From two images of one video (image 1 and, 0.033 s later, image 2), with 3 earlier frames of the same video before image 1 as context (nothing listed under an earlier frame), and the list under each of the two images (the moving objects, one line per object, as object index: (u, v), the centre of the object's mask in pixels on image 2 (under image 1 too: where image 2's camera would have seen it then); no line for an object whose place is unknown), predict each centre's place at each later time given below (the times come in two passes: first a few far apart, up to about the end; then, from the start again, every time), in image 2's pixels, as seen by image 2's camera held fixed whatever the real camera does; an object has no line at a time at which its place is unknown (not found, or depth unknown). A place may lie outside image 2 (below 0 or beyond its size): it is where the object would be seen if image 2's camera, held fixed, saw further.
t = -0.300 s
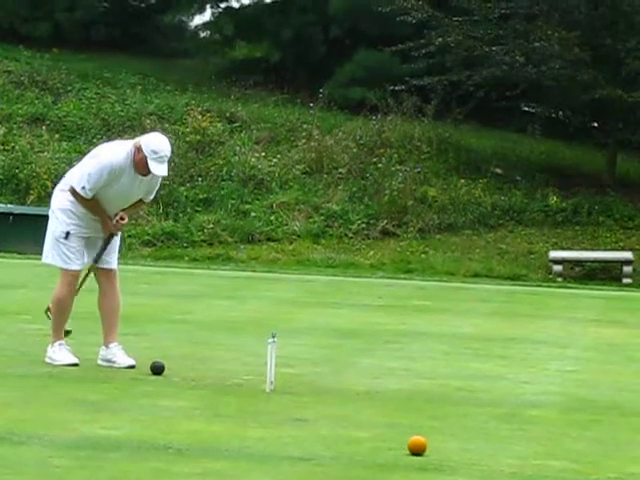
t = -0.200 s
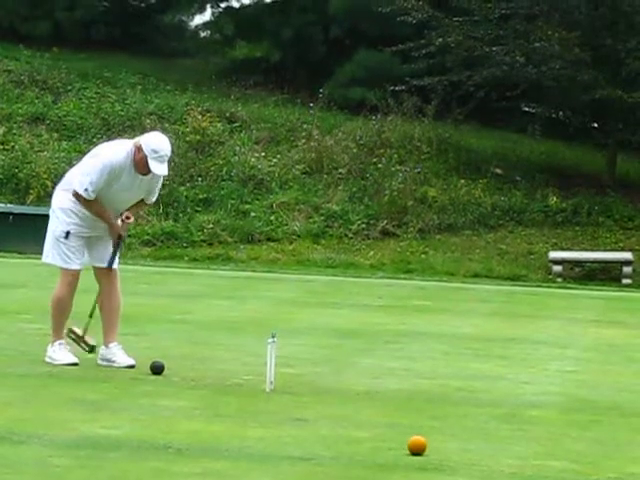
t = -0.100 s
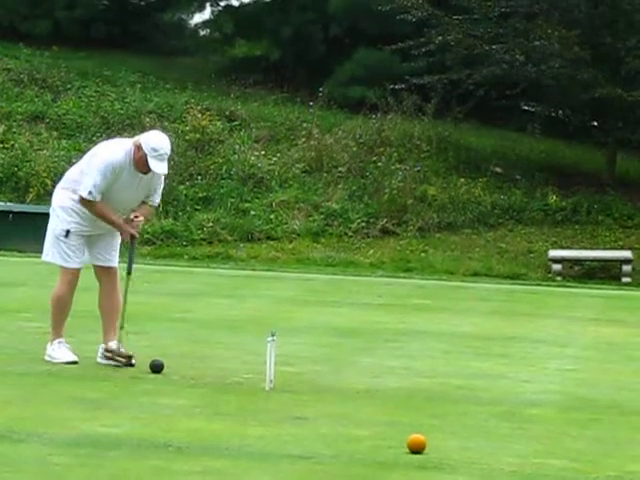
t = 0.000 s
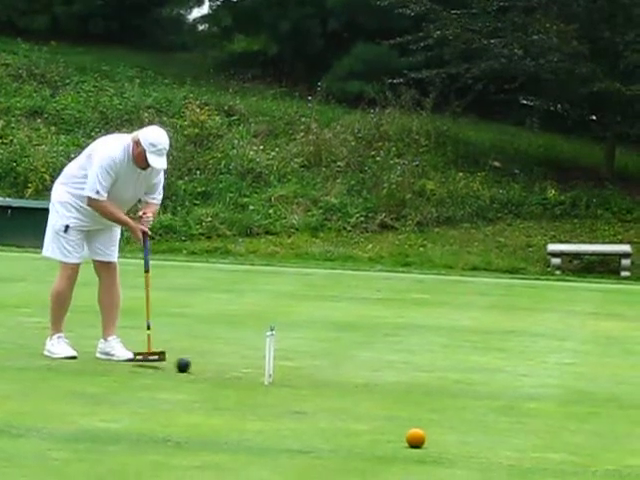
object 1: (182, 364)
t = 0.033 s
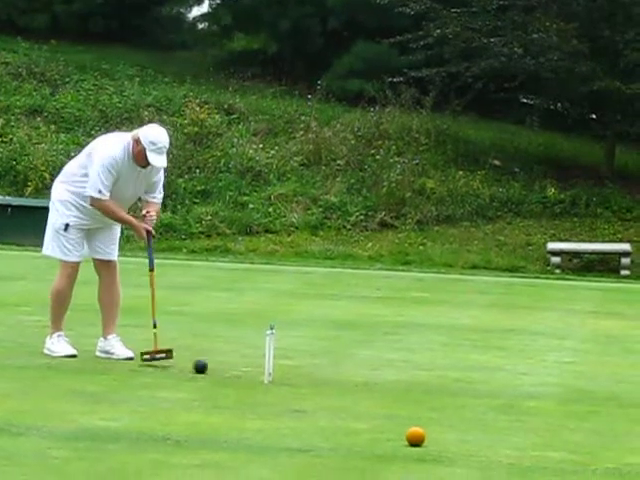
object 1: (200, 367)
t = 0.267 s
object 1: (258, 371)
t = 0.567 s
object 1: (260, 374)
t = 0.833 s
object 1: (261, 375)
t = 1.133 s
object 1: (261, 375)
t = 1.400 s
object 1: (260, 374)
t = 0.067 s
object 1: (217, 369)
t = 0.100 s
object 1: (234, 371)
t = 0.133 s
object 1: (248, 370)
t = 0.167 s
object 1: (260, 369)
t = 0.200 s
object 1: (262, 368)
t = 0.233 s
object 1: (259, 369)
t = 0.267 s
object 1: (258, 371)
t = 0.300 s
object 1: (258, 374)
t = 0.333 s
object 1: (259, 374)
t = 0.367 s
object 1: (259, 374)
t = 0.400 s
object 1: (259, 374)
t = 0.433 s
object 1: (260, 374)
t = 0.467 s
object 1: (261, 374)
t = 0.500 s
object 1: (261, 375)
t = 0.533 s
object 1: (260, 375)
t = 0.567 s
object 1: (260, 374)
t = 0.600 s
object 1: (261, 374)
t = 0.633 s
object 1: (261, 375)
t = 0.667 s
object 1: (261, 375)
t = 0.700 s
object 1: (261, 374)
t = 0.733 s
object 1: (260, 375)
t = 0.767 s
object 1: (261, 375)
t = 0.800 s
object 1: (261, 375)
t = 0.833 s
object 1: (261, 375)
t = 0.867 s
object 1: (261, 375)
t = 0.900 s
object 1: (259, 374)
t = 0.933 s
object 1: (261, 375)
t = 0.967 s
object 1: (261, 375)
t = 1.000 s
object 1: (259, 375)
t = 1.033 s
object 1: (261, 375)
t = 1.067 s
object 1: (261, 374)
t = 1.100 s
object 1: (261, 375)
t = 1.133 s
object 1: (261, 375)
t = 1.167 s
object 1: (261, 375)
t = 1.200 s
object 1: (260, 375)
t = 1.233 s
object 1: (261, 375)
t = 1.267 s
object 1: (261, 375)
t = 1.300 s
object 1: (261, 375)
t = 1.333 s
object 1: (260, 375)
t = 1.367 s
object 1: (260, 374)
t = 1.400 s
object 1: (260, 374)
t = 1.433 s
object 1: (260, 374)
